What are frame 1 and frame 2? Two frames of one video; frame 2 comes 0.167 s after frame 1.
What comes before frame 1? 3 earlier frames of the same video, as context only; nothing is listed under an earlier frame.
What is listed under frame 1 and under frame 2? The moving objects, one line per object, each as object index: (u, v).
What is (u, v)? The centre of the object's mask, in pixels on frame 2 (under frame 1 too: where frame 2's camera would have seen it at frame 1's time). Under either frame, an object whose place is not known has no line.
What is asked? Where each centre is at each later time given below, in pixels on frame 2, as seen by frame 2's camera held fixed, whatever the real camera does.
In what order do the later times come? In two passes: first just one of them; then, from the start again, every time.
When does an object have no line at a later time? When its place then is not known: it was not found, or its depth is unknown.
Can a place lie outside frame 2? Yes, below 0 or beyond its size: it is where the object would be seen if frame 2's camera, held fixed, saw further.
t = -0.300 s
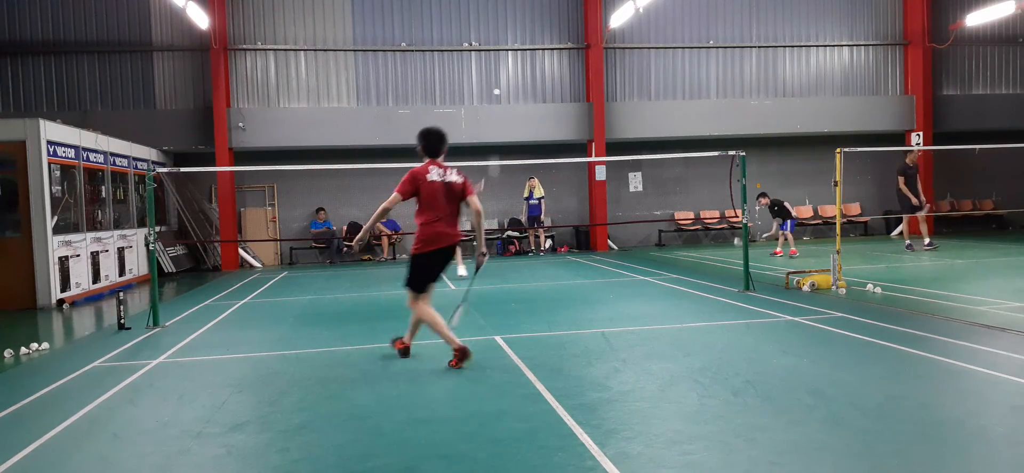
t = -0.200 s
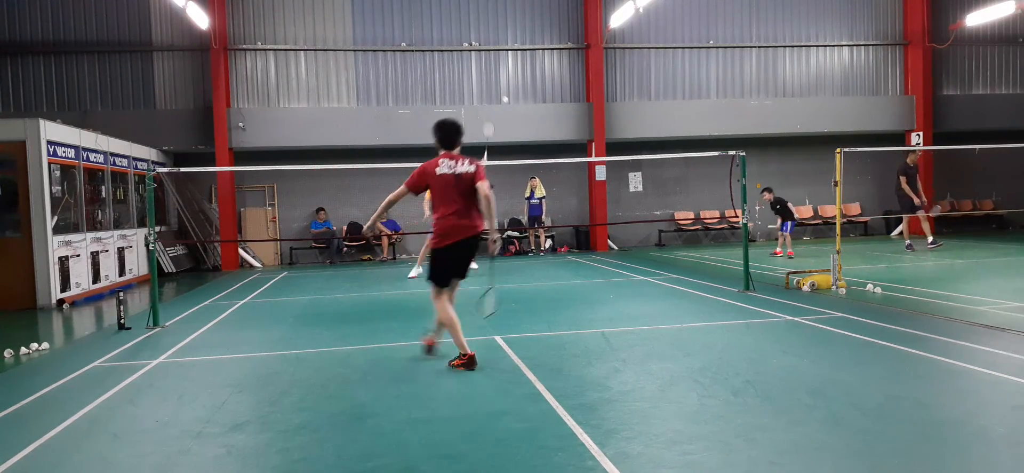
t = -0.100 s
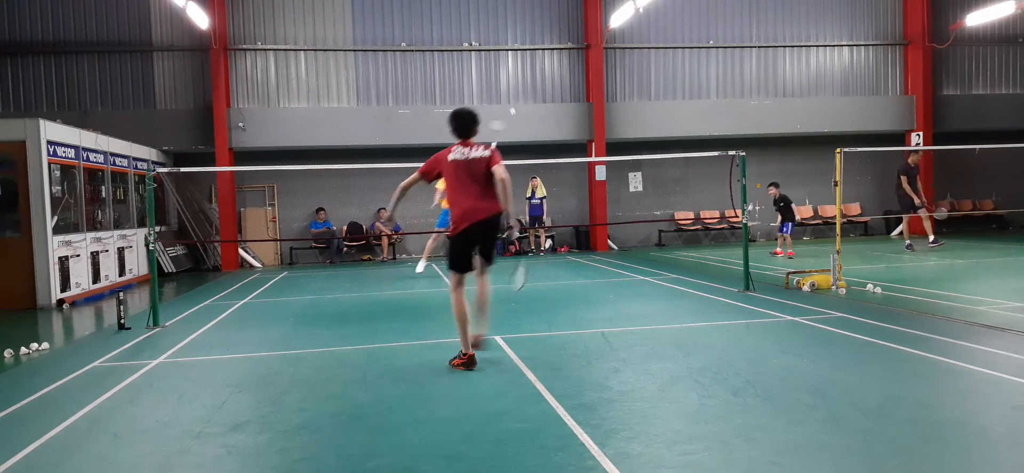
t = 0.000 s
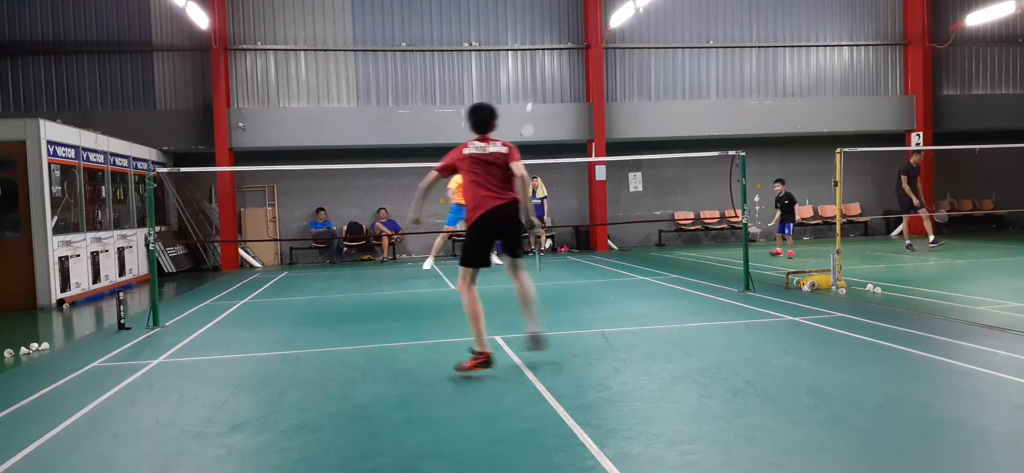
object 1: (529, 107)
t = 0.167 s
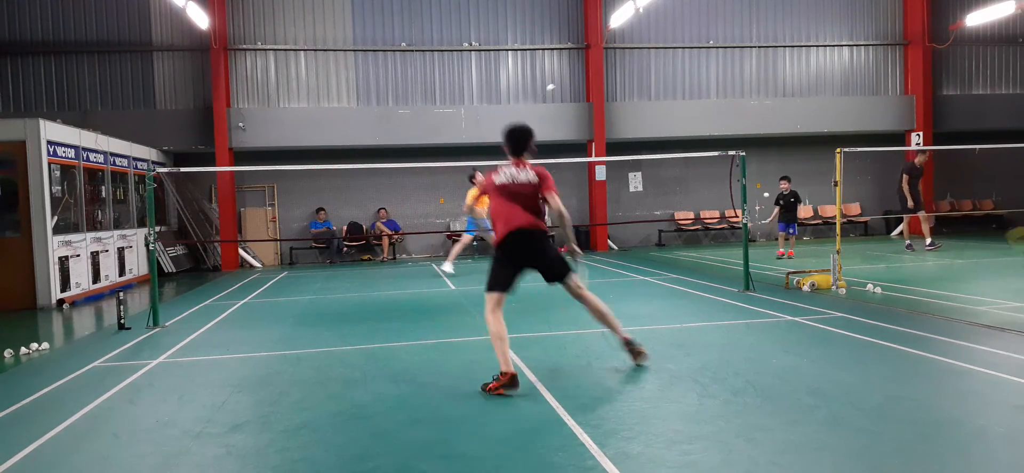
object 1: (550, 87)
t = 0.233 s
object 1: (559, 84)
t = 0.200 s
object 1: (555, 85)
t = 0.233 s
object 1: (559, 84)
